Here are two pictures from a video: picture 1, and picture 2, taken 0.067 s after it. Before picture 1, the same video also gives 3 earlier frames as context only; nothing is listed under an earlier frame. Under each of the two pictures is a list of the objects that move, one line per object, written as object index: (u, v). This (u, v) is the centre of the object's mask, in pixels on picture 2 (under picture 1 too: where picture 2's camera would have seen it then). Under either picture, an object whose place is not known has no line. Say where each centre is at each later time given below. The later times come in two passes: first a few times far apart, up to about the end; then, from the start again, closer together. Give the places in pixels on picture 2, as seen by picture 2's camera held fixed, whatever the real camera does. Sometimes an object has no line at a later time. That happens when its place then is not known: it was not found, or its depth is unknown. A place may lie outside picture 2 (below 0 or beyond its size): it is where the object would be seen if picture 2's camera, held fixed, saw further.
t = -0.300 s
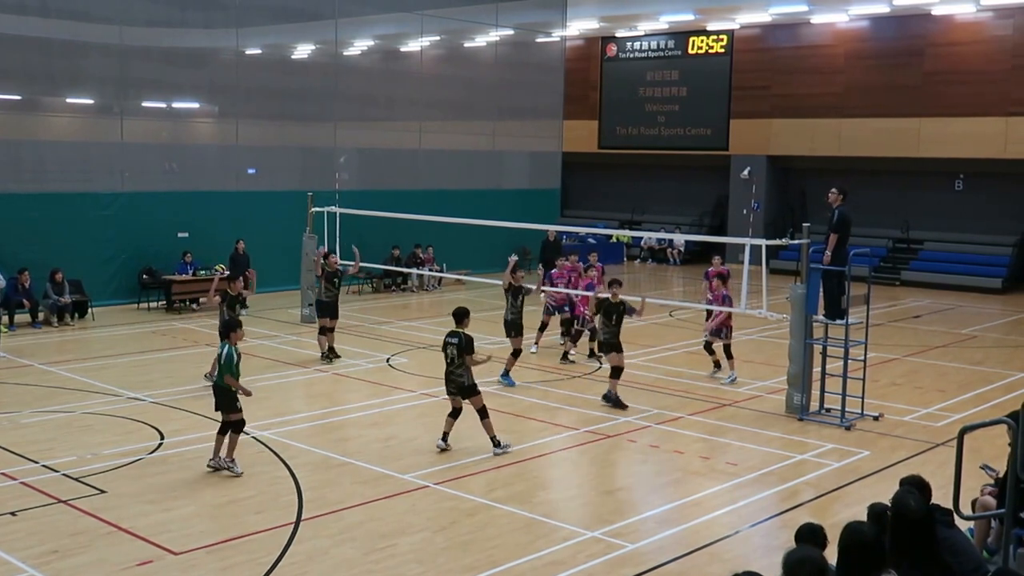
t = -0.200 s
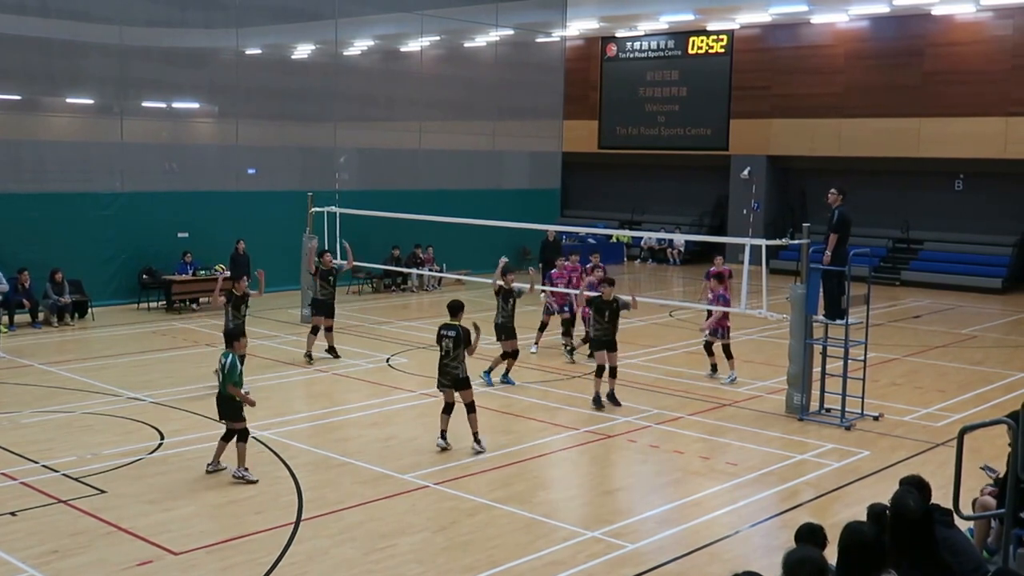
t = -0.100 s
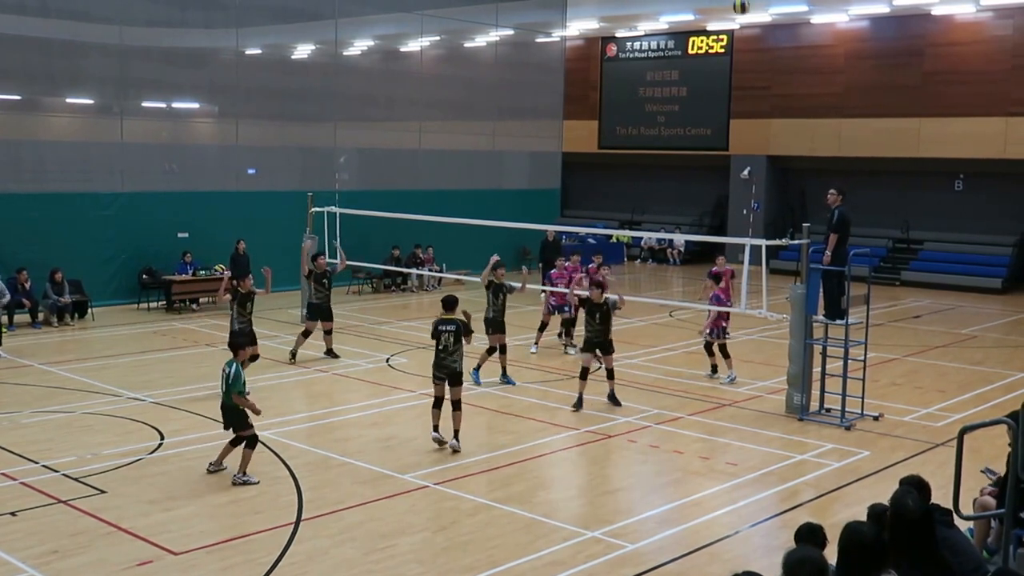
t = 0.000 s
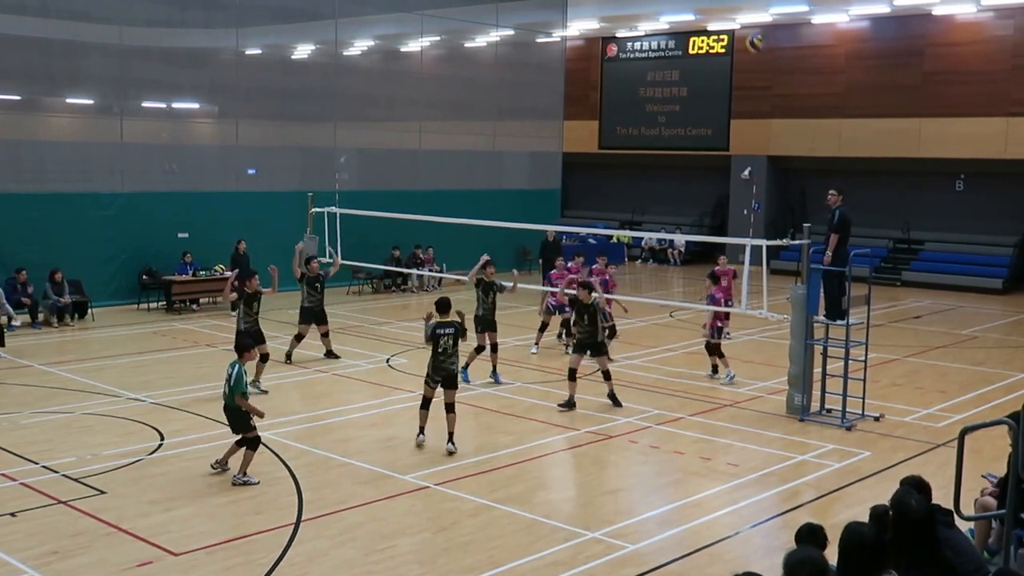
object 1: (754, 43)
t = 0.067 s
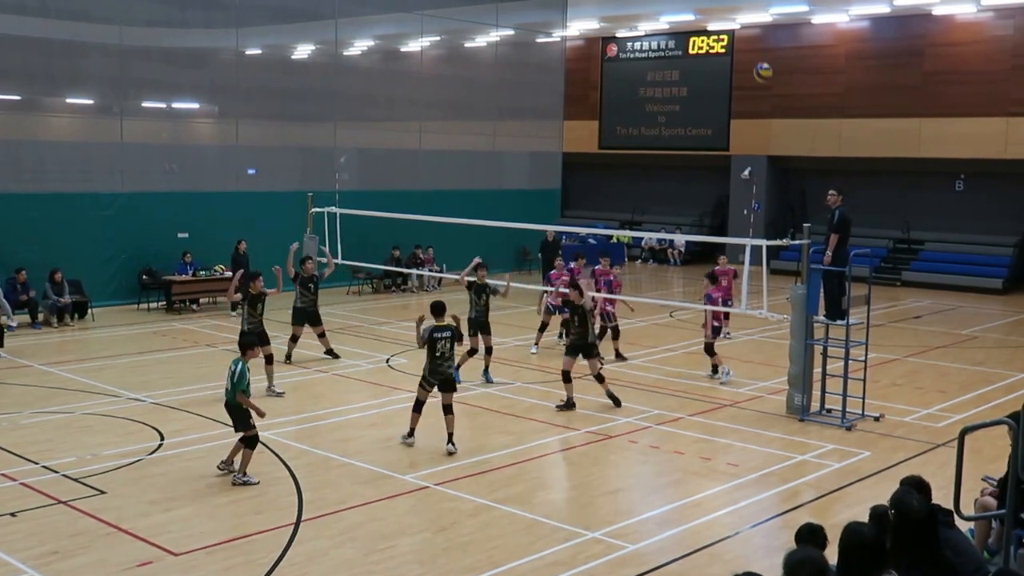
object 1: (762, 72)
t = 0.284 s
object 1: (788, 194)
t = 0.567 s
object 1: (824, 414)
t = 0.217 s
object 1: (780, 152)
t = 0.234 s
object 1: (783, 162)
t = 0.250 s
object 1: (784, 172)
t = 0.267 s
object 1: (786, 183)
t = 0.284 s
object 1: (788, 194)
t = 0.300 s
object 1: (790, 205)
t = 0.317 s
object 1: (792, 217)
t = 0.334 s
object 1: (794, 228)
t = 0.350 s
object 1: (799, 239)
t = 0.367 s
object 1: (800, 252)
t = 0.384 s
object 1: (801, 264)
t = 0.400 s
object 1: (804, 276)
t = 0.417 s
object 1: (806, 289)
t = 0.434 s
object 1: (808, 302)
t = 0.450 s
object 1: (810, 315)
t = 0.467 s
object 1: (812, 329)
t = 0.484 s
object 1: (814, 342)
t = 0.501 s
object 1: (815, 355)
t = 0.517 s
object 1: (817, 369)
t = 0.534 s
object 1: (820, 384)
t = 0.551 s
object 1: (823, 400)
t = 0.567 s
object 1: (824, 414)
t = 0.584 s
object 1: (826, 428)
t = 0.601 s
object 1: (829, 444)
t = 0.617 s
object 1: (832, 458)
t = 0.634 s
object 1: (833, 462)
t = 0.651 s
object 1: (835, 452)
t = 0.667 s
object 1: (837, 443)
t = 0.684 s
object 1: (839, 434)
